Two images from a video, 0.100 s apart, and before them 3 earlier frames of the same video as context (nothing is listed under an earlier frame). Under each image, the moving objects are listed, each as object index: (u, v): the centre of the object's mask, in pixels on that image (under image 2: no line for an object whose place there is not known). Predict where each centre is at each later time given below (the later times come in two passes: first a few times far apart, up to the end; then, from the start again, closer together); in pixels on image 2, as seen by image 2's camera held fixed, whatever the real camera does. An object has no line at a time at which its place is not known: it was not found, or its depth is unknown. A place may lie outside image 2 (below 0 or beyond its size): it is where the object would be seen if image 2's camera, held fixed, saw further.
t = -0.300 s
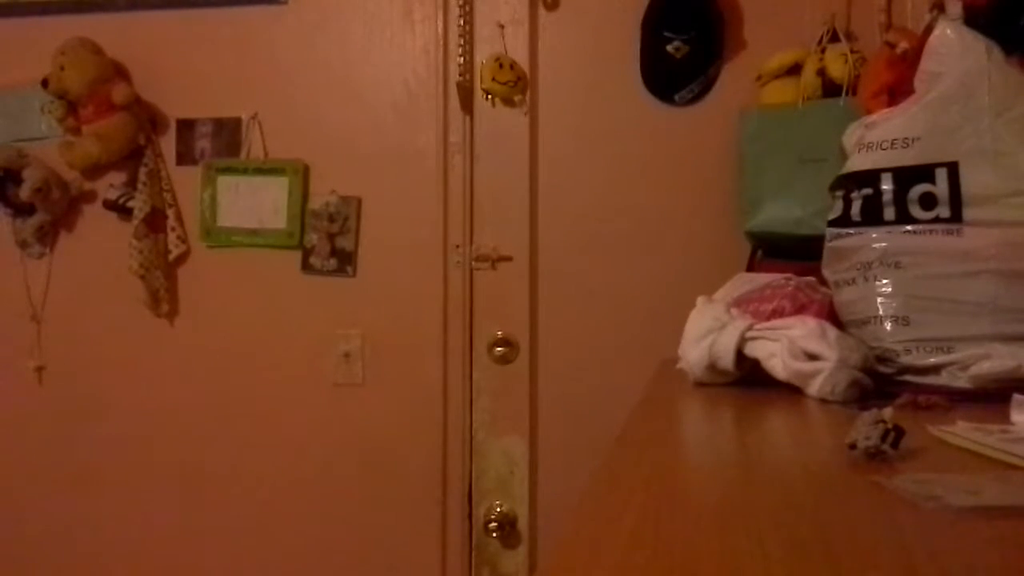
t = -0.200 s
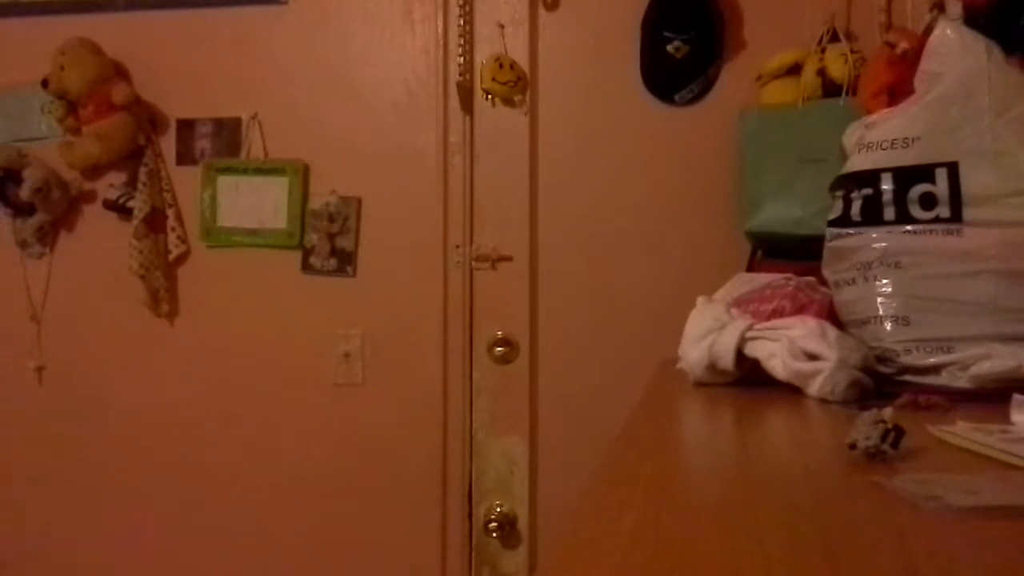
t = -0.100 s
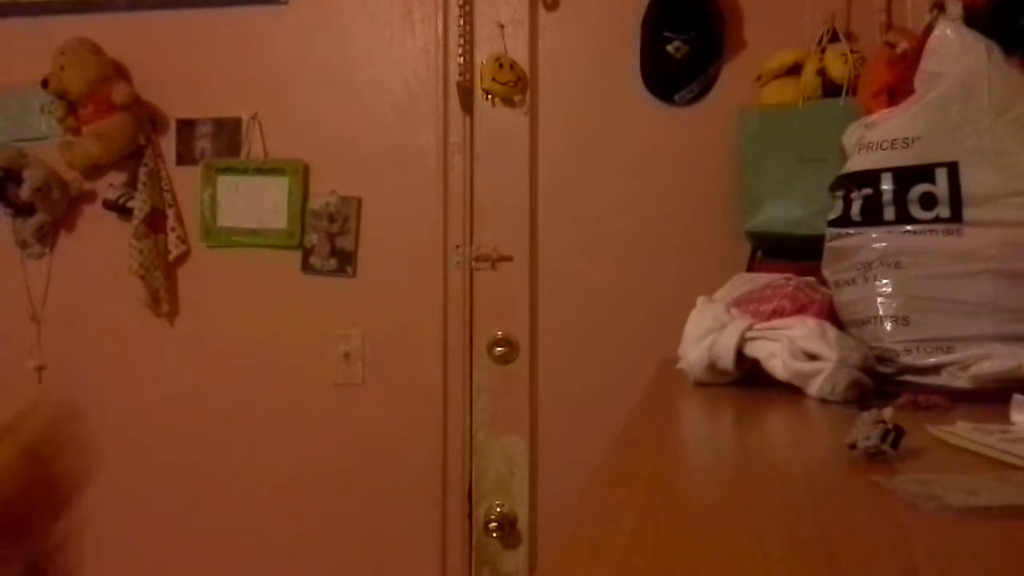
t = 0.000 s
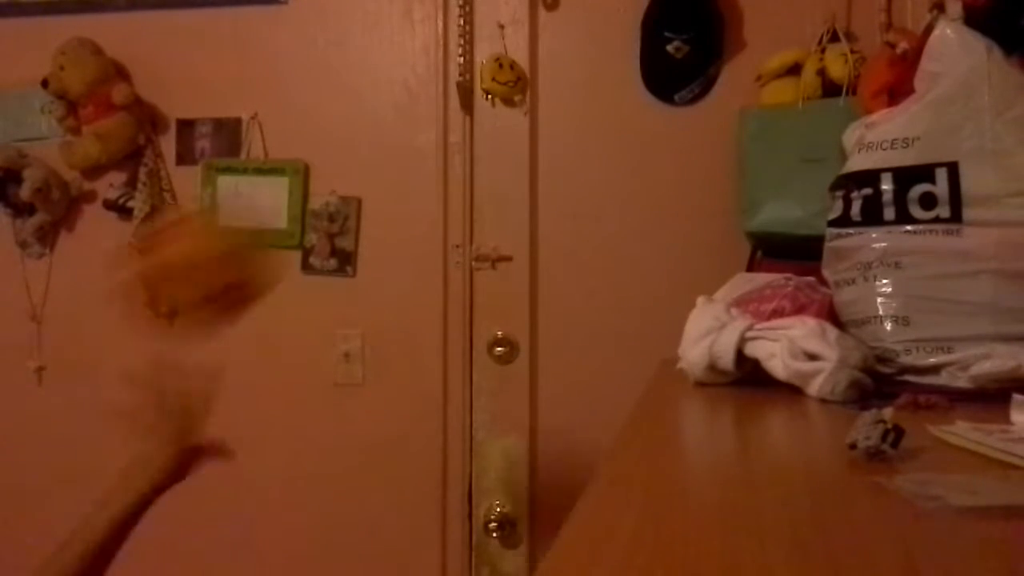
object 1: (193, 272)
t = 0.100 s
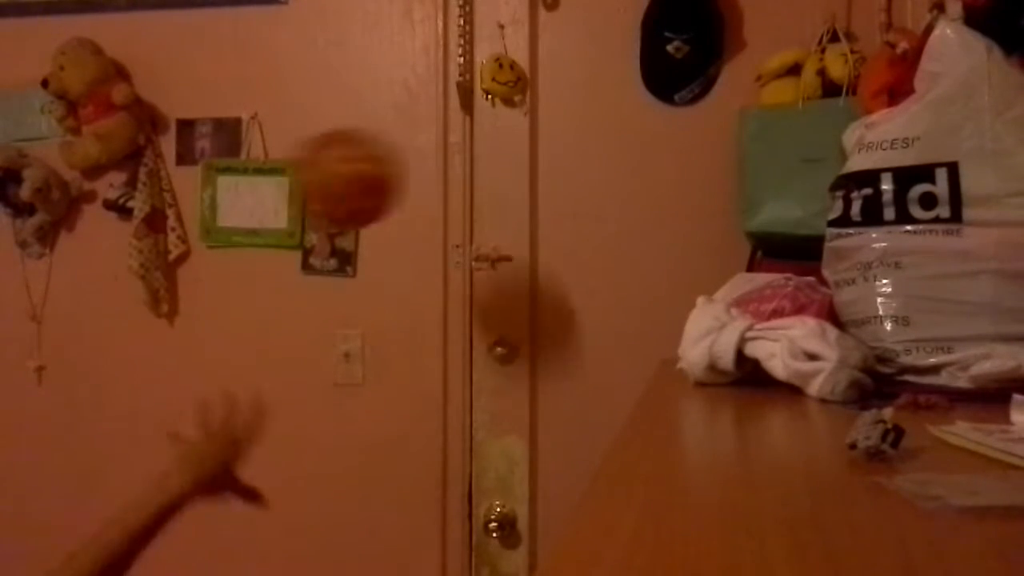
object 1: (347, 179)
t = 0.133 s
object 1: (378, 170)
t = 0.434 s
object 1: (492, 334)
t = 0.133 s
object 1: (378, 170)
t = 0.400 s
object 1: (485, 288)
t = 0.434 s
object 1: (492, 334)
